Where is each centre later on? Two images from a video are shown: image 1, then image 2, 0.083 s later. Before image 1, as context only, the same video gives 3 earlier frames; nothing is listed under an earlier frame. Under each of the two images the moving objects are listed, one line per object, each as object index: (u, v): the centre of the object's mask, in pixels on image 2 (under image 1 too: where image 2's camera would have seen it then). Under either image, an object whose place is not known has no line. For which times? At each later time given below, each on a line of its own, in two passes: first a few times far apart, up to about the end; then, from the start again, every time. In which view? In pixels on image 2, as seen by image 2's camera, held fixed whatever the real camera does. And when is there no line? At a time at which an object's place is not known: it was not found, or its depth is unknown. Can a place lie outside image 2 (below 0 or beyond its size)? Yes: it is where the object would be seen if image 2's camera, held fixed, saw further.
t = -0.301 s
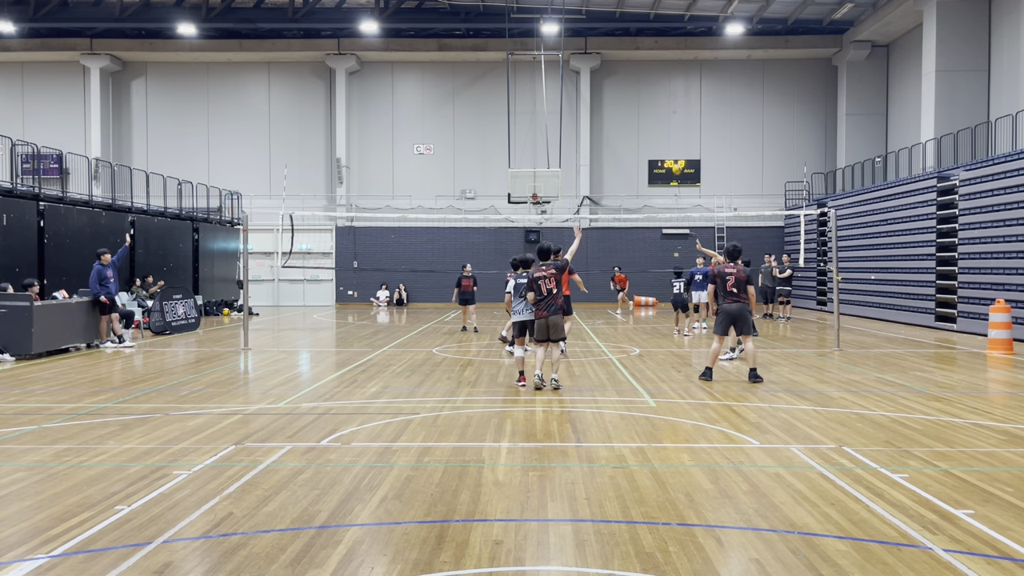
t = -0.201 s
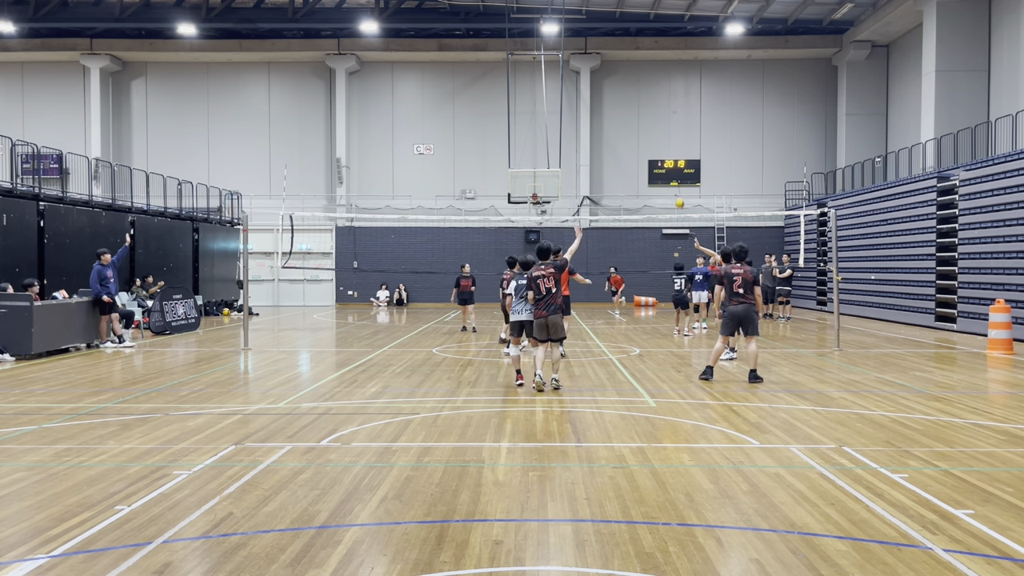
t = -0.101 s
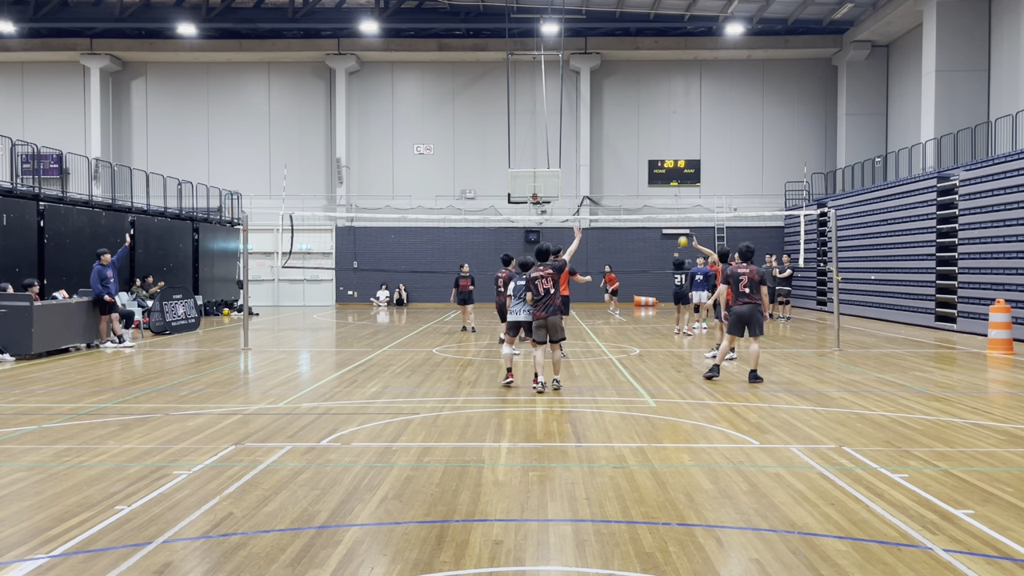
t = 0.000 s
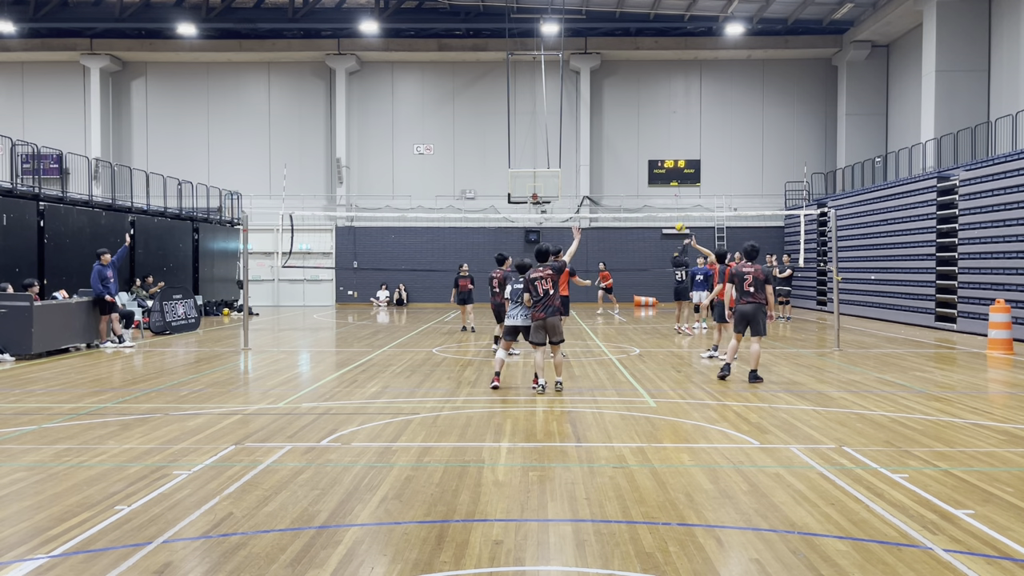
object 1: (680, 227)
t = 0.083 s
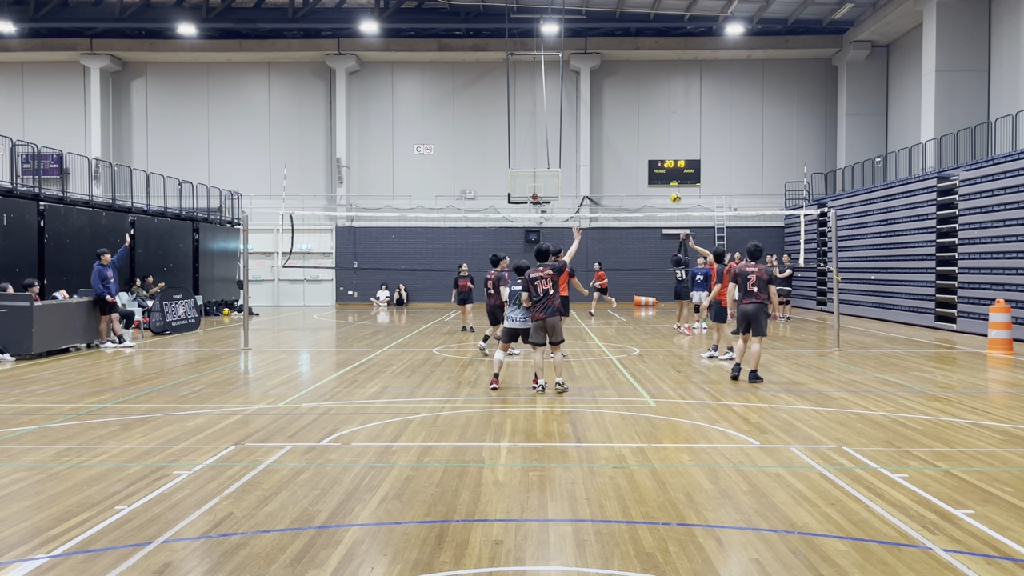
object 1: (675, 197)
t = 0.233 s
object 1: (667, 150)
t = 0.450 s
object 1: (654, 97)
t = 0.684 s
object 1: (638, 66)
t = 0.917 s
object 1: (618, 68)
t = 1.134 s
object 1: (598, 109)
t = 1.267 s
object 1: (584, 157)
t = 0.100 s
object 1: (675, 192)
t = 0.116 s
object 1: (674, 186)
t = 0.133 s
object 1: (673, 181)
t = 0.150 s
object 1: (672, 176)
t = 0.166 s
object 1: (671, 171)
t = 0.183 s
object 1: (669, 165)
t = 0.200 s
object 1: (669, 160)
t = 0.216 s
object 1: (668, 155)
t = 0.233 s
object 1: (667, 150)
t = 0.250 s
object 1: (666, 145)
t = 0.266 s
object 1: (665, 141)
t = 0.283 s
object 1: (664, 136)
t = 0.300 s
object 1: (664, 132)
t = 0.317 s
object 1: (662, 127)
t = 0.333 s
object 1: (661, 123)
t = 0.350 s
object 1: (660, 119)
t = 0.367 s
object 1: (659, 115)
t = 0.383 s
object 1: (658, 111)
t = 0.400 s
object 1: (657, 108)
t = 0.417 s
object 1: (656, 104)
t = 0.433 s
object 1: (655, 101)
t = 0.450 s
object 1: (654, 97)
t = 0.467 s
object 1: (653, 94)
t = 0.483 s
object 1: (652, 91)
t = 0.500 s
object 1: (651, 88)
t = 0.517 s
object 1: (650, 86)
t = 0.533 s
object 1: (648, 83)
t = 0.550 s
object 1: (647, 81)
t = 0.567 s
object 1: (646, 79)
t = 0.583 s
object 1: (645, 76)
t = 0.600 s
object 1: (644, 74)
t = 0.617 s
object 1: (642, 72)
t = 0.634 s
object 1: (641, 71)
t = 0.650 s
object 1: (640, 69)
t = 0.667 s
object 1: (639, 68)
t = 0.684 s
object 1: (638, 66)
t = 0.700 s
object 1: (636, 65)
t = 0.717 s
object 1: (635, 65)
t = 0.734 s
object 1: (634, 64)
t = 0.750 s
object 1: (632, 63)
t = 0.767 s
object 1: (631, 63)
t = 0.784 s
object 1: (630, 63)
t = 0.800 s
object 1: (629, 63)
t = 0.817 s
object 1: (627, 63)
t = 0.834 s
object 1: (626, 63)
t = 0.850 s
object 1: (624, 64)
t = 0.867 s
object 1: (623, 65)
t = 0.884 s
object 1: (622, 66)
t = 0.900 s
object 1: (620, 67)
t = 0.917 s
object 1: (618, 68)
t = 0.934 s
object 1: (617, 70)
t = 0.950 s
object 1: (615, 72)
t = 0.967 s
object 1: (614, 74)
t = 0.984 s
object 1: (612, 76)
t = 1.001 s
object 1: (611, 79)
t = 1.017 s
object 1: (609, 82)
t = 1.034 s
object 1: (608, 85)
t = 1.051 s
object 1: (606, 89)
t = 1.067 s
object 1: (604, 92)
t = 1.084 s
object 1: (603, 95)
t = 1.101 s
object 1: (601, 100)
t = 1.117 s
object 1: (599, 104)
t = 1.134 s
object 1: (598, 109)
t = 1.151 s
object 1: (596, 114)
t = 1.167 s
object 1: (594, 119)
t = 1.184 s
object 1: (593, 125)
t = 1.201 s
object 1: (591, 130)
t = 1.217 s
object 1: (589, 136)
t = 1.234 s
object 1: (587, 142)
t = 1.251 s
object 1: (586, 149)
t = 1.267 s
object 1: (584, 157)
